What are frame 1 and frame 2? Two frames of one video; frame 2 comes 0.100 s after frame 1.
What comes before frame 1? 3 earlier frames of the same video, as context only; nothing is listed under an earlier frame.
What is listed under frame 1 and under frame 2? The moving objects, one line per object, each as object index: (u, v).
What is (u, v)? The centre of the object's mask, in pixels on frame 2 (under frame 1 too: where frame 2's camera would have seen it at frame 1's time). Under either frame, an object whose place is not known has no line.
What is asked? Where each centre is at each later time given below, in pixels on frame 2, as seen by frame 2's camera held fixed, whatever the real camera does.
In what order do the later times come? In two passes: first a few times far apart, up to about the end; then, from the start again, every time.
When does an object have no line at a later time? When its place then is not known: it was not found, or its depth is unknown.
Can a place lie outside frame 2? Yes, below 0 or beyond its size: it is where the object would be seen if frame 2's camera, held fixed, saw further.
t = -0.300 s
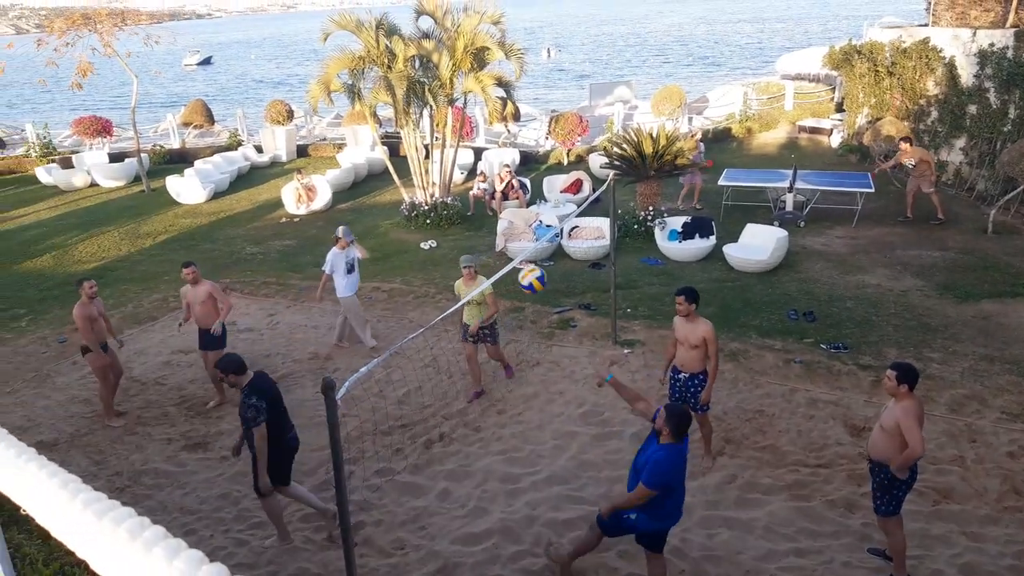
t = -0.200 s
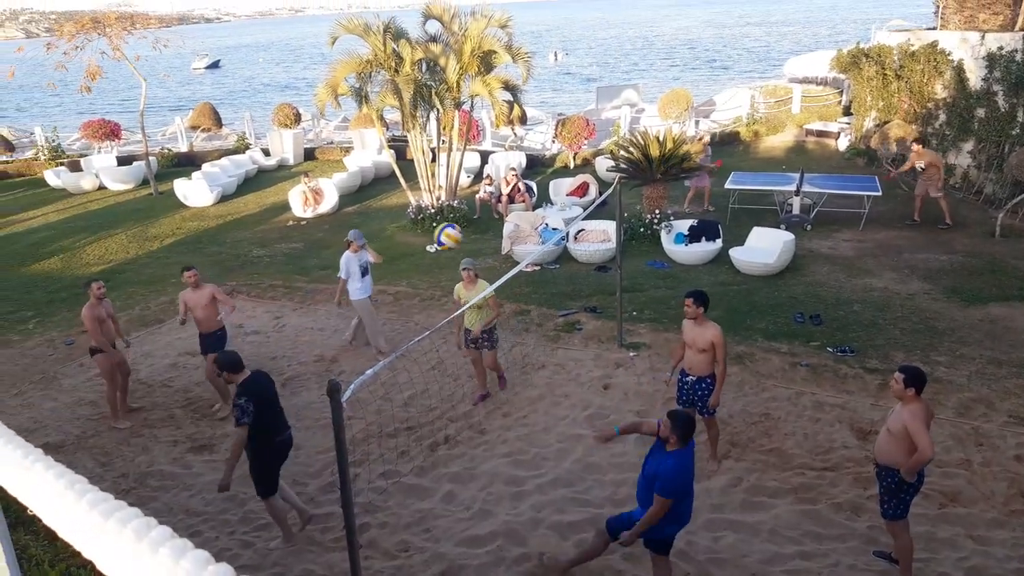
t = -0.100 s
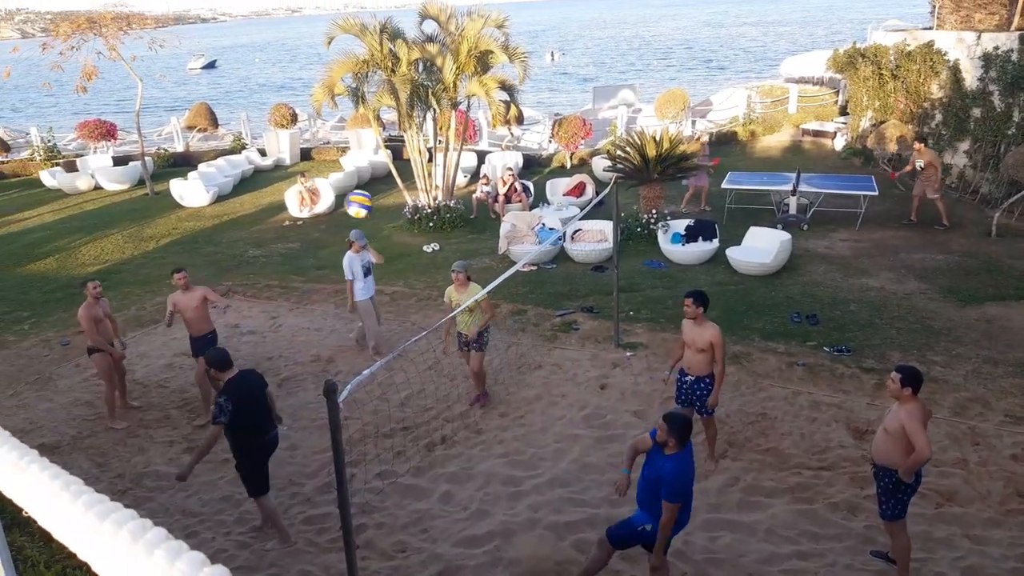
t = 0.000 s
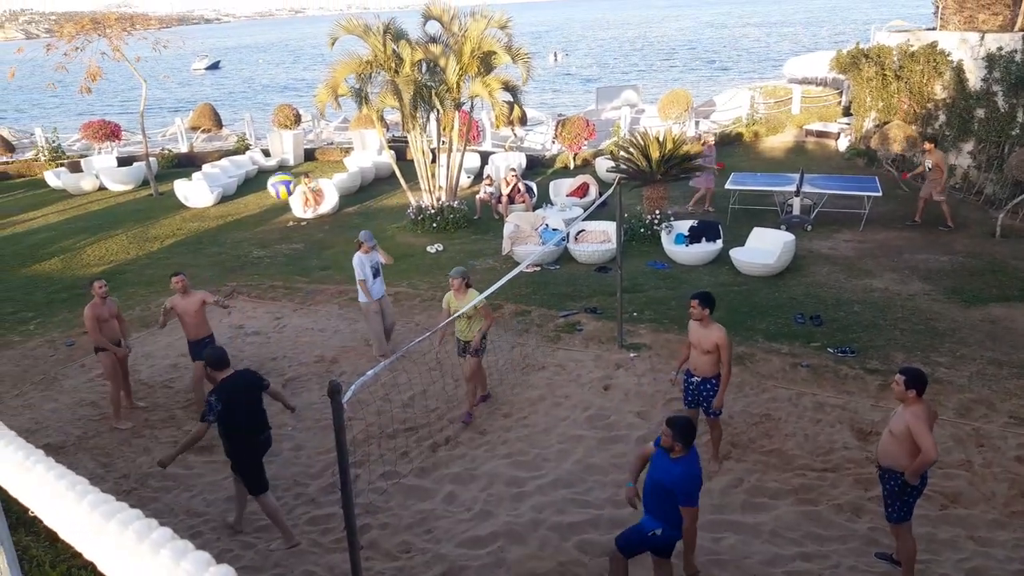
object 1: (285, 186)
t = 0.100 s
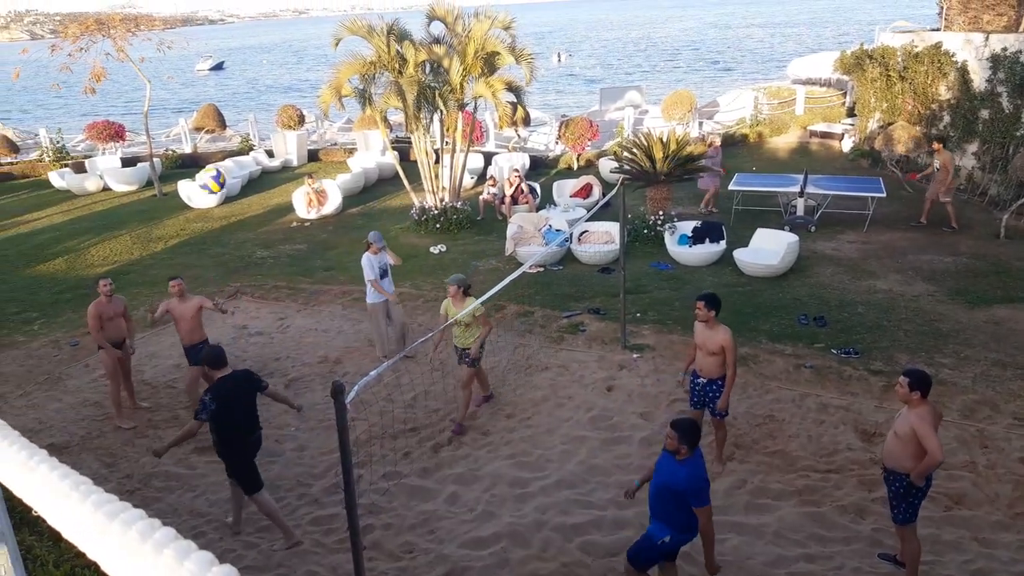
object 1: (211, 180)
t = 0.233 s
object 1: (123, 192)
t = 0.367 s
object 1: (50, 223)
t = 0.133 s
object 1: (187, 182)
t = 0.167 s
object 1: (165, 184)
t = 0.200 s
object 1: (144, 187)
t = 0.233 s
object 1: (123, 192)
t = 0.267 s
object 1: (103, 198)
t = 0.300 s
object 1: (84, 206)
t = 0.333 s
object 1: (66, 213)
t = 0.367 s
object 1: (50, 223)
